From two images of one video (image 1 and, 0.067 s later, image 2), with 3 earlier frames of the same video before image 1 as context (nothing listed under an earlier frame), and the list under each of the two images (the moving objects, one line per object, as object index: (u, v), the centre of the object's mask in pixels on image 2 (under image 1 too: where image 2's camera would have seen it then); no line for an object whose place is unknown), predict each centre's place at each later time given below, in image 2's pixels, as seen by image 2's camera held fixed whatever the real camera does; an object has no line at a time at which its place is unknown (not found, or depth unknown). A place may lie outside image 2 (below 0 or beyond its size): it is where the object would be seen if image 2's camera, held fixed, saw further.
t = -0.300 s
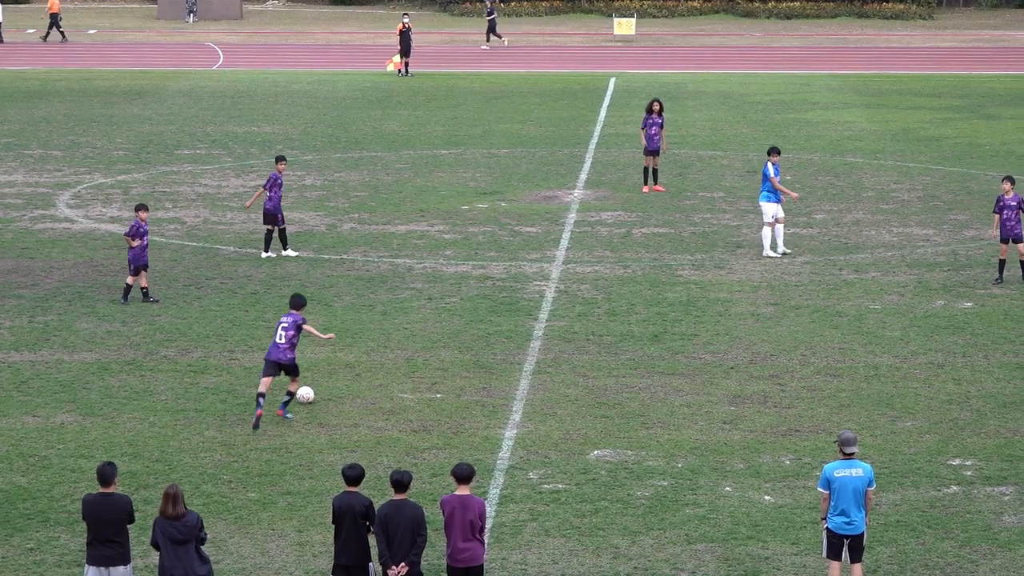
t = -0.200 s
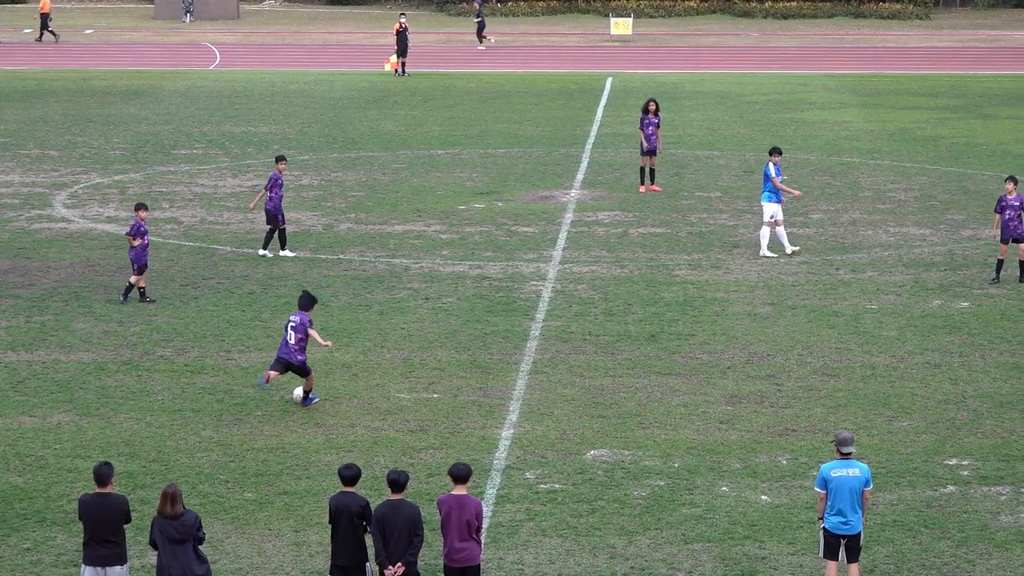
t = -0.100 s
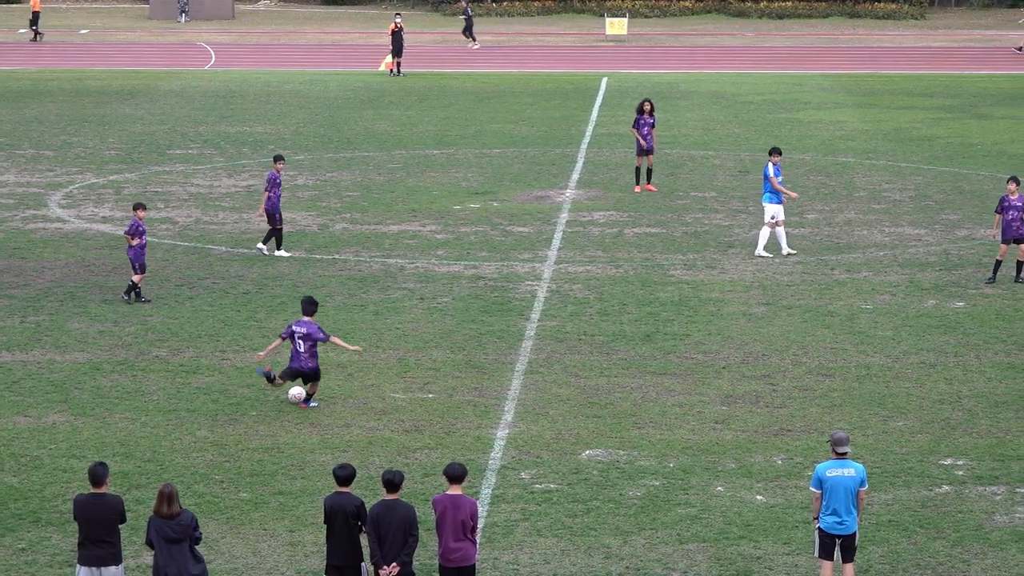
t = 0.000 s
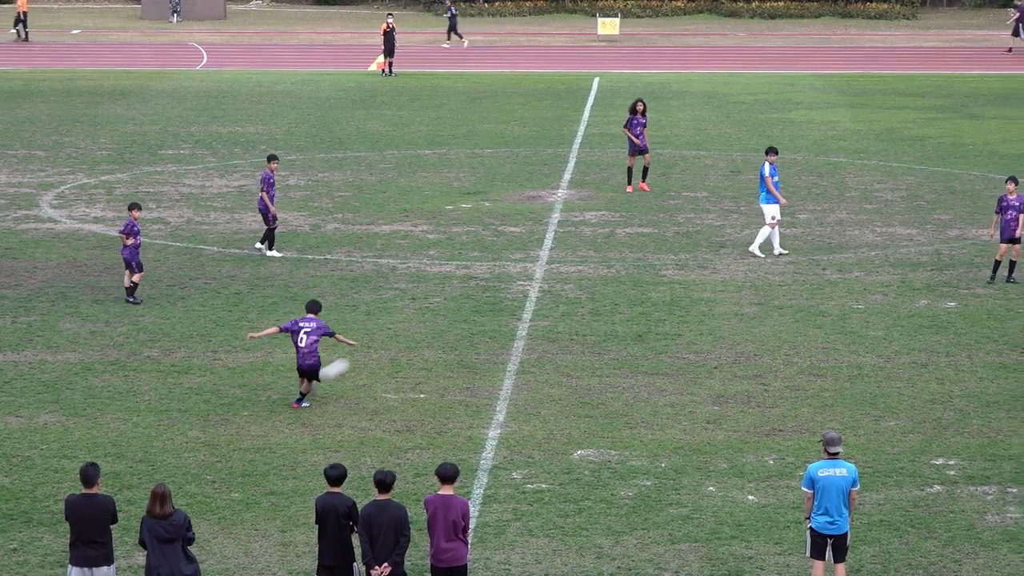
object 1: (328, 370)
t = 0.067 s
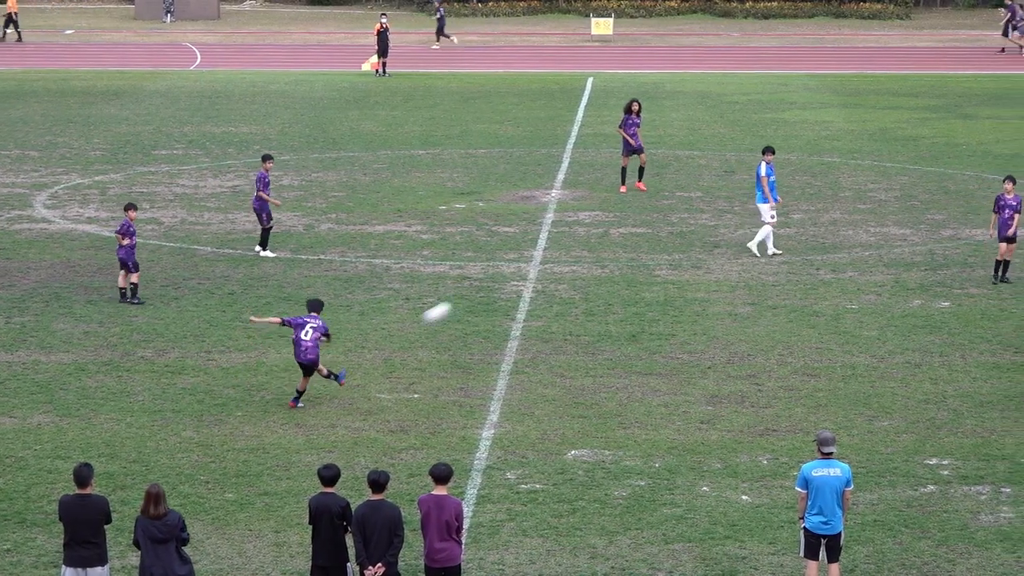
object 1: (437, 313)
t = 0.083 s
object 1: (464, 299)
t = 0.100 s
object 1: (490, 286)
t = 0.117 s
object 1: (516, 272)
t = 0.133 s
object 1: (541, 260)
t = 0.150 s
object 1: (565, 247)
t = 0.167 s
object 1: (589, 236)
